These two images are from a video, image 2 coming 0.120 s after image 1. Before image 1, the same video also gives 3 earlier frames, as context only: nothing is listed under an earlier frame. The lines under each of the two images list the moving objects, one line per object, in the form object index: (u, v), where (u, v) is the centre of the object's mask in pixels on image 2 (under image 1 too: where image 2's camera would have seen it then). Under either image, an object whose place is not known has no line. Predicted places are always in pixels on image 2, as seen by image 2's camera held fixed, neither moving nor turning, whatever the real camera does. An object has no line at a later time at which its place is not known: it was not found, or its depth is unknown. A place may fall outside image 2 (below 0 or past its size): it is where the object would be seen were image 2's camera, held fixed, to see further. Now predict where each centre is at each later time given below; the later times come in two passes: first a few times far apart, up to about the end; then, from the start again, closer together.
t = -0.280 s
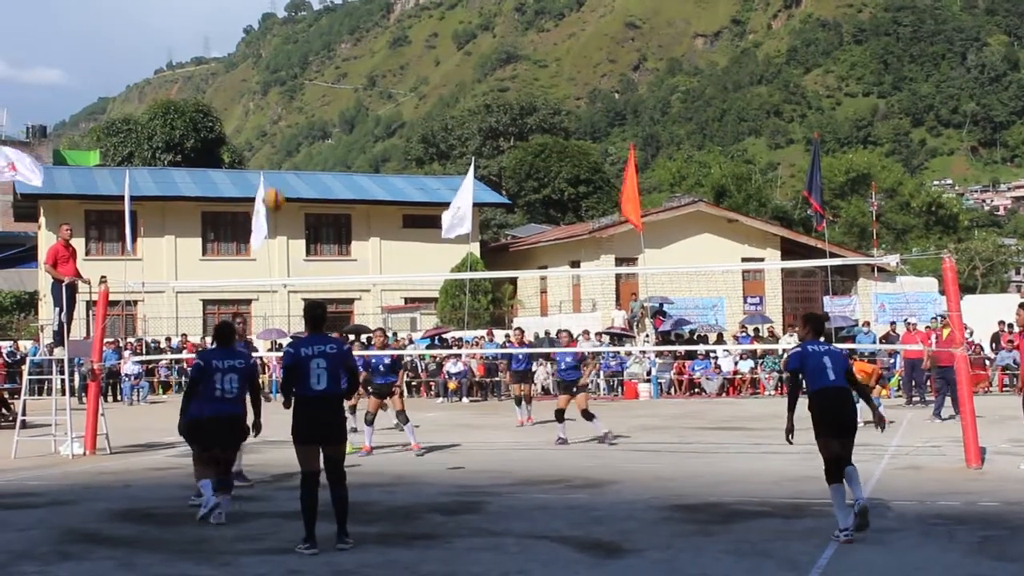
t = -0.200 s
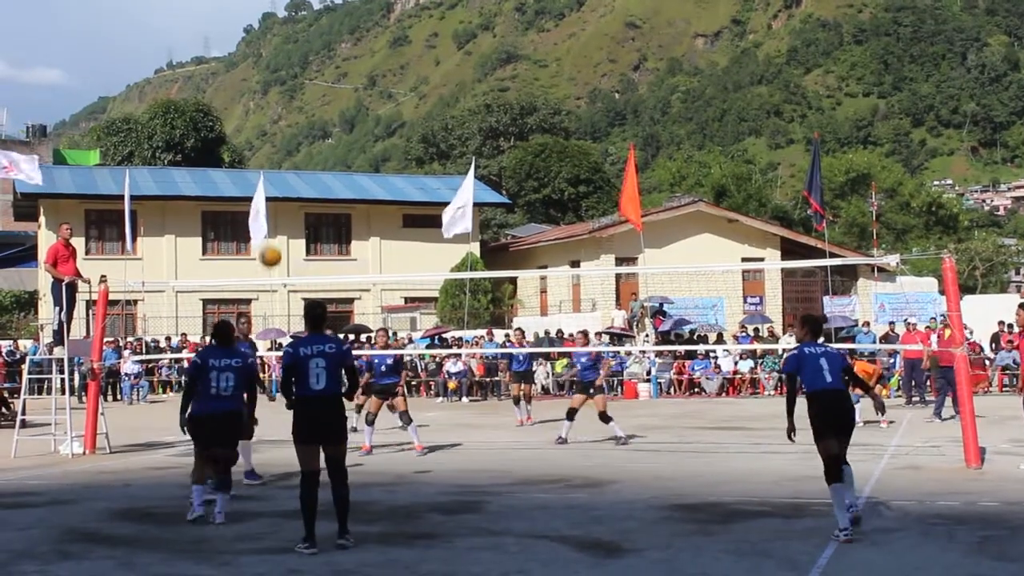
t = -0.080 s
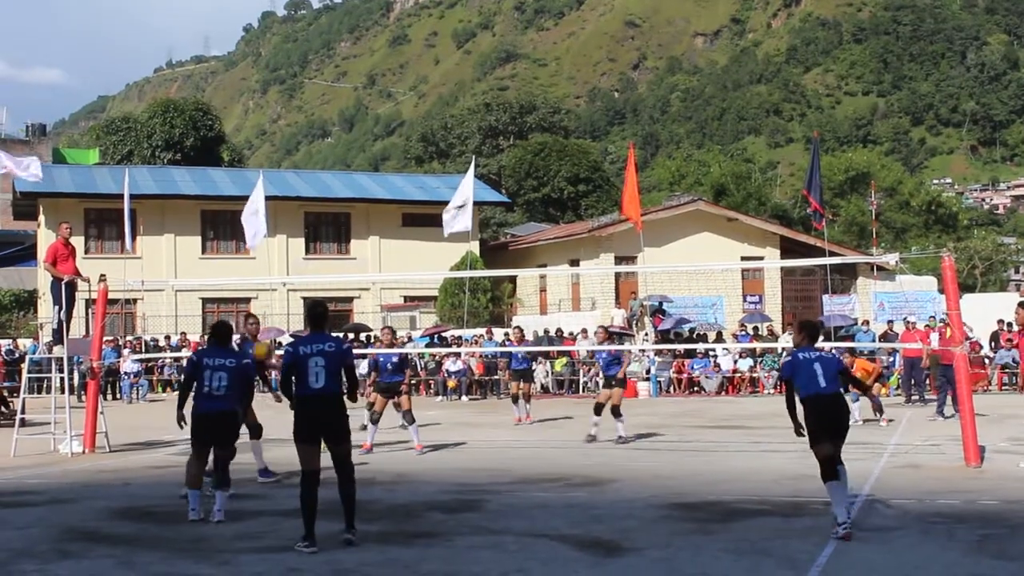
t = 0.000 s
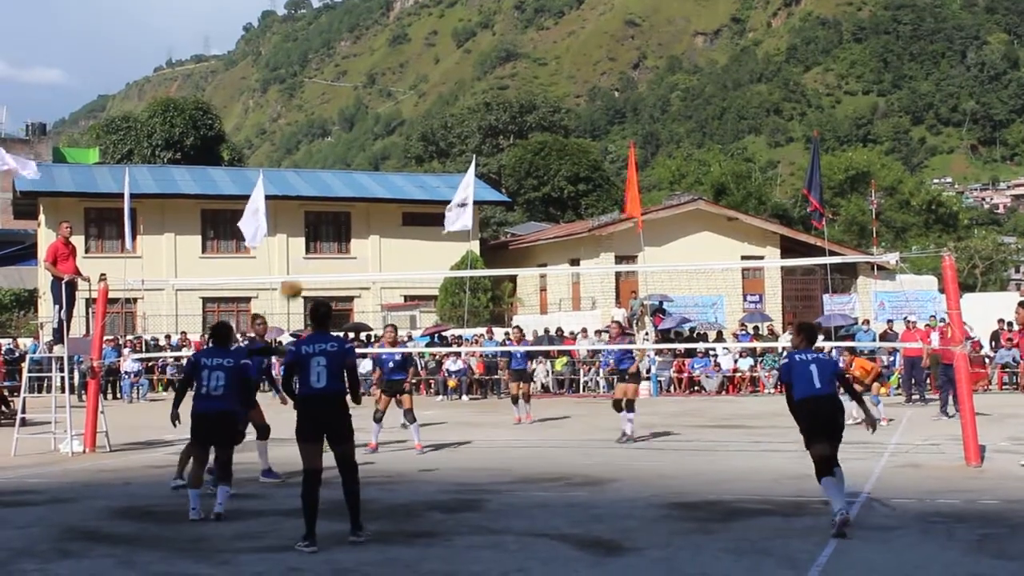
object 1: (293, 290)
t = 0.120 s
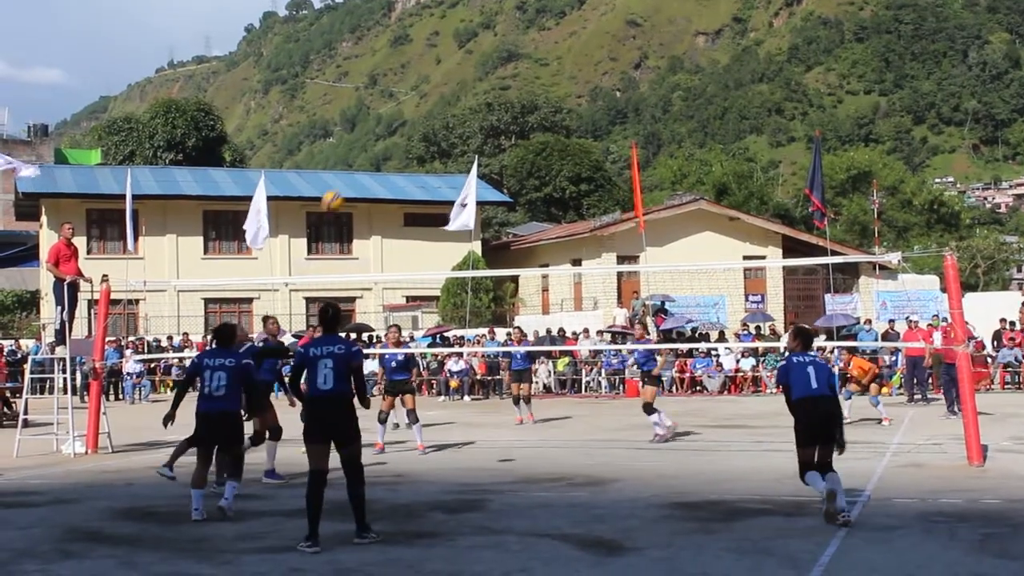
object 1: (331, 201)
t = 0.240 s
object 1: (370, 130)
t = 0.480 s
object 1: (442, 40)
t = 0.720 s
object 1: (513, 12)
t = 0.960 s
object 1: (577, 41)
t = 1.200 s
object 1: (638, 125)
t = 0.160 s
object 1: (345, 175)
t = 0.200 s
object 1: (357, 151)
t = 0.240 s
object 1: (370, 130)
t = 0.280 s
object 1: (382, 110)
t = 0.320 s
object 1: (396, 93)
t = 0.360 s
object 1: (407, 77)
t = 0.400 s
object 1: (420, 63)
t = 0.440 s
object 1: (432, 51)
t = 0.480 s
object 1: (442, 40)
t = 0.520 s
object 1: (455, 31)
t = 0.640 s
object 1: (491, 14)
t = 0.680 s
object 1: (502, 12)
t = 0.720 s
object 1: (513, 12)
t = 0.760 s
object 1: (524, 13)
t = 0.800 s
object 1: (535, 14)
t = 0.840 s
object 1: (545, 20)
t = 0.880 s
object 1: (555, 25)
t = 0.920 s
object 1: (567, 32)
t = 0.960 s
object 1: (577, 41)
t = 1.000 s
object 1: (588, 51)
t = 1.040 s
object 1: (598, 63)
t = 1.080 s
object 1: (607, 77)
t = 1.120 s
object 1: (618, 91)
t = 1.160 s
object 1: (628, 108)
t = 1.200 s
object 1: (638, 125)
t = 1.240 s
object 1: (647, 144)
